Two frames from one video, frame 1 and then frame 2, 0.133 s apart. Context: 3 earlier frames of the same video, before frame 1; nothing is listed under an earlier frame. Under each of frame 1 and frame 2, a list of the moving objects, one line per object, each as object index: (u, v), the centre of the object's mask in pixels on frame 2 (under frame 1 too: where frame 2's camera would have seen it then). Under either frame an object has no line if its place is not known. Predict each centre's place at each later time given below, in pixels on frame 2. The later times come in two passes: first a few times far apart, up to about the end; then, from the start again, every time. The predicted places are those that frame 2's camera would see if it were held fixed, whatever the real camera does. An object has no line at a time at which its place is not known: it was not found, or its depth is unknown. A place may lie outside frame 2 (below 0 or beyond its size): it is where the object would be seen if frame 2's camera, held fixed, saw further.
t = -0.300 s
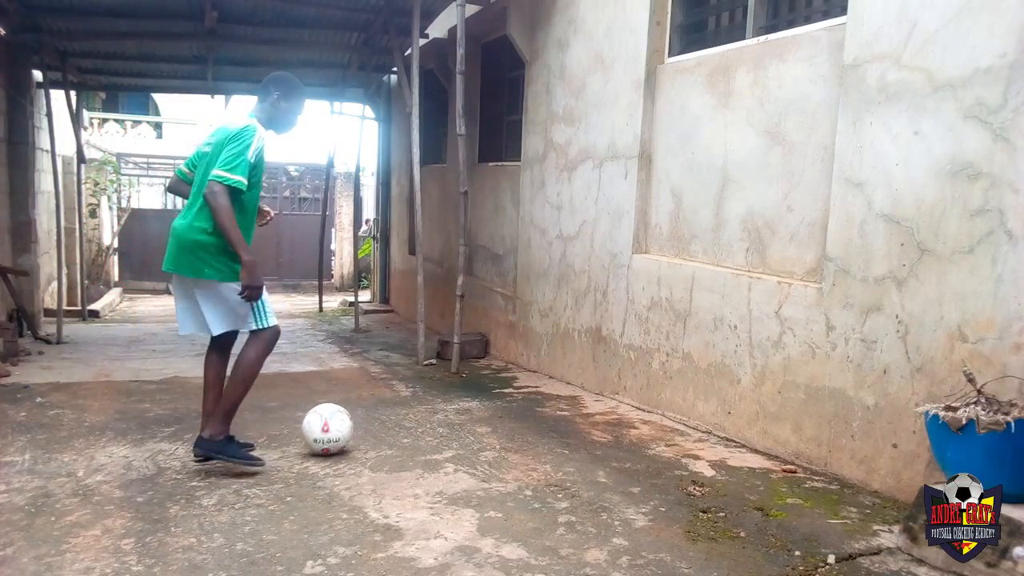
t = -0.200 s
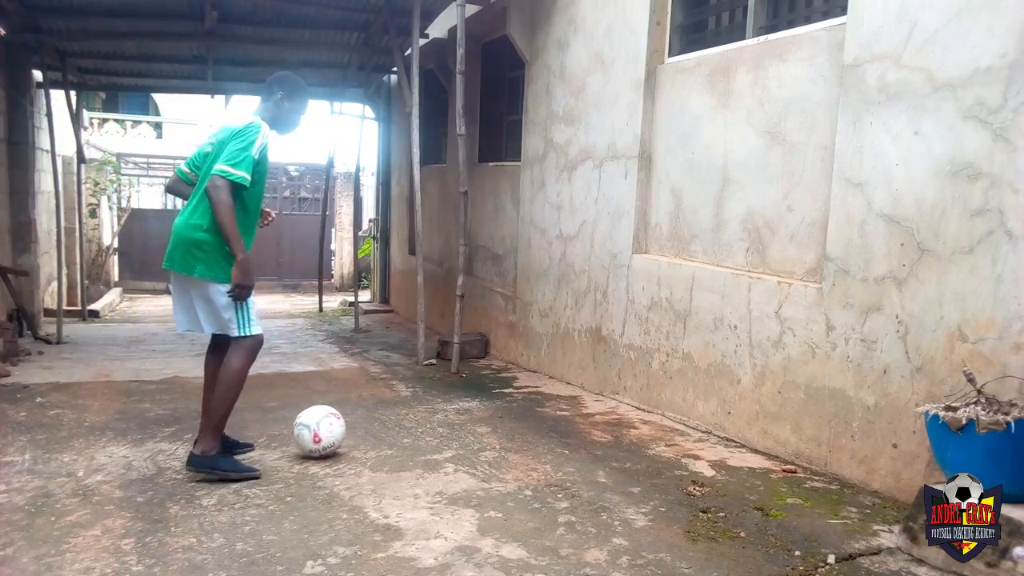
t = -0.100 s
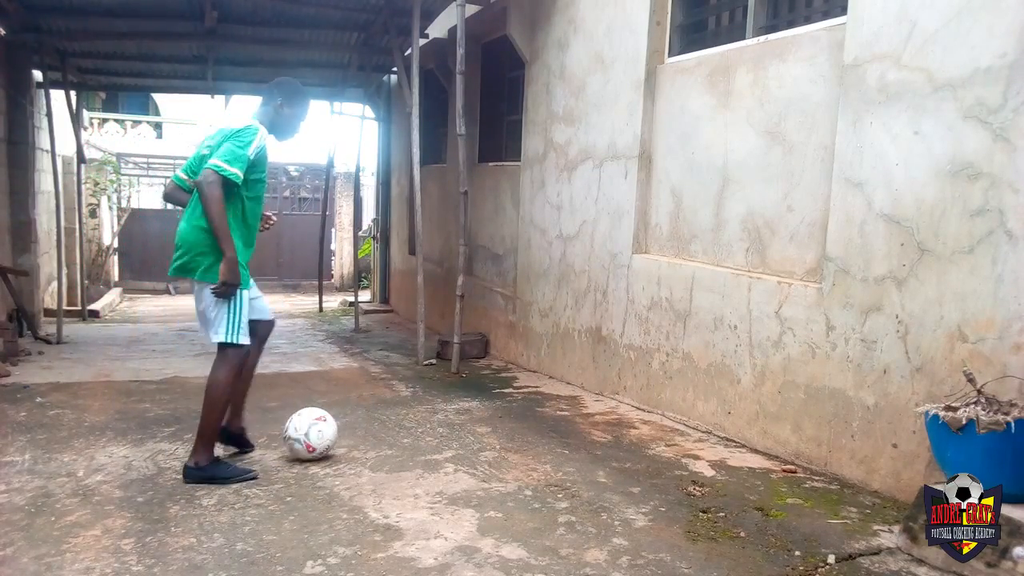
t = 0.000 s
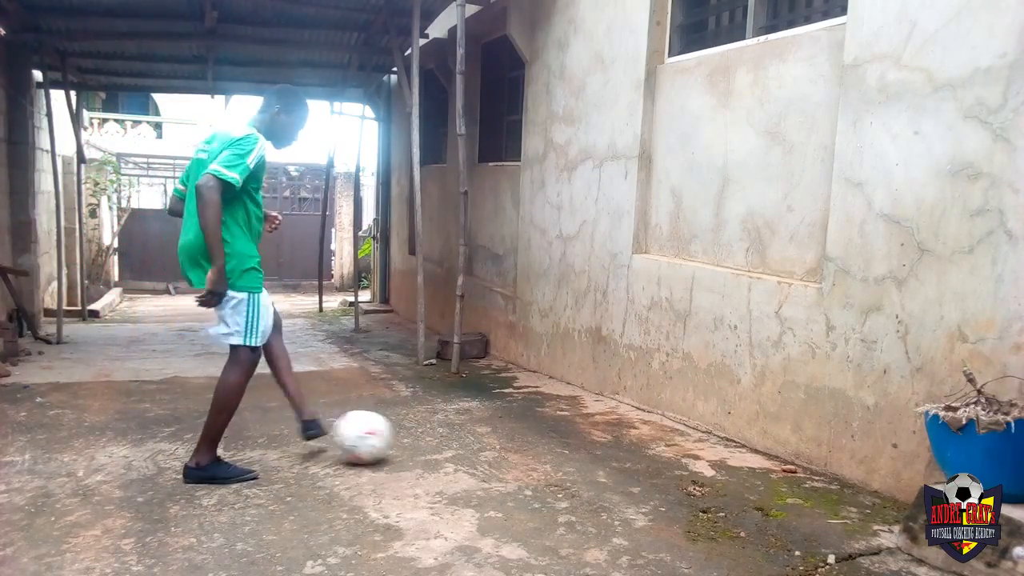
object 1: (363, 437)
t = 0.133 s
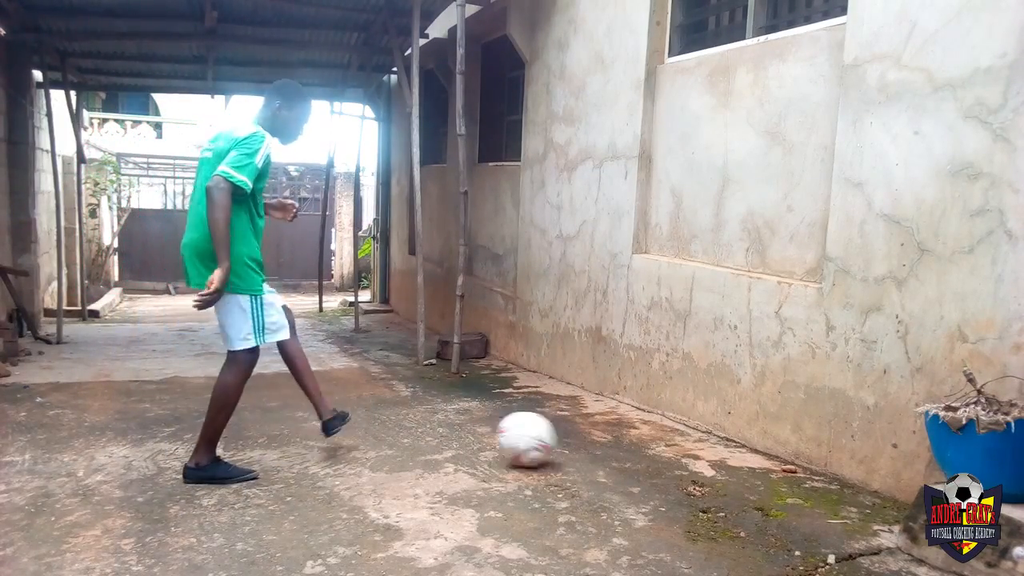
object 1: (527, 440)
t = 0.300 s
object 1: (696, 444)
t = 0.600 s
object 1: (760, 391)
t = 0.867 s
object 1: (677, 510)
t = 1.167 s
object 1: (695, 478)
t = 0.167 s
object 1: (562, 440)
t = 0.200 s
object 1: (597, 441)
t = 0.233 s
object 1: (631, 441)
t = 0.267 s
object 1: (664, 443)
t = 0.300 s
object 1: (696, 444)
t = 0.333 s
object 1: (727, 445)
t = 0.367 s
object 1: (760, 445)
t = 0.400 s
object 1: (790, 441)
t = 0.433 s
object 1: (793, 425)
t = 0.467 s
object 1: (787, 413)
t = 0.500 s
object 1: (781, 403)
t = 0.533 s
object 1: (774, 396)
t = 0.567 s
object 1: (768, 392)
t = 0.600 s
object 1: (760, 391)
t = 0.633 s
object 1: (752, 394)
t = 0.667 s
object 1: (742, 400)
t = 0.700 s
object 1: (733, 408)
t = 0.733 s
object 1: (722, 420)
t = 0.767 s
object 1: (711, 435)
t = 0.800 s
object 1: (699, 456)
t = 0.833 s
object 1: (688, 479)
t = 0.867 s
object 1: (677, 510)
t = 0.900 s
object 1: (679, 494)
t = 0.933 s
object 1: (681, 480)
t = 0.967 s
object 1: (684, 470)
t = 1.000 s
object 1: (687, 462)
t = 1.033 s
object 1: (689, 459)
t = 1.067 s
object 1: (690, 458)
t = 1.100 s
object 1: (693, 462)
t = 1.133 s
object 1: (694, 468)
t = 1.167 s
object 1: (695, 478)
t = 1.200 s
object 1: (697, 496)
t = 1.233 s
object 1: (698, 515)
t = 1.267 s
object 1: (698, 538)
